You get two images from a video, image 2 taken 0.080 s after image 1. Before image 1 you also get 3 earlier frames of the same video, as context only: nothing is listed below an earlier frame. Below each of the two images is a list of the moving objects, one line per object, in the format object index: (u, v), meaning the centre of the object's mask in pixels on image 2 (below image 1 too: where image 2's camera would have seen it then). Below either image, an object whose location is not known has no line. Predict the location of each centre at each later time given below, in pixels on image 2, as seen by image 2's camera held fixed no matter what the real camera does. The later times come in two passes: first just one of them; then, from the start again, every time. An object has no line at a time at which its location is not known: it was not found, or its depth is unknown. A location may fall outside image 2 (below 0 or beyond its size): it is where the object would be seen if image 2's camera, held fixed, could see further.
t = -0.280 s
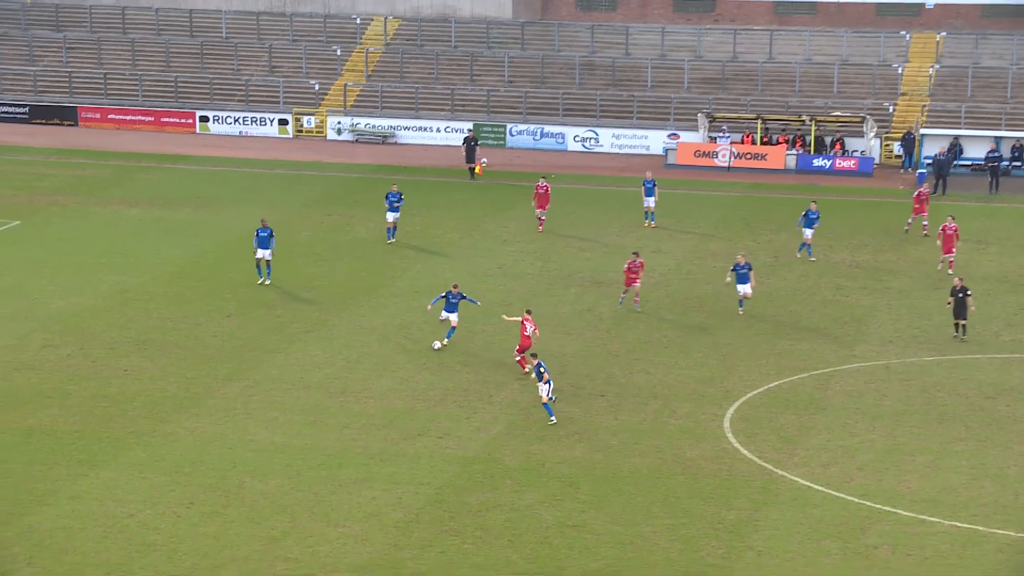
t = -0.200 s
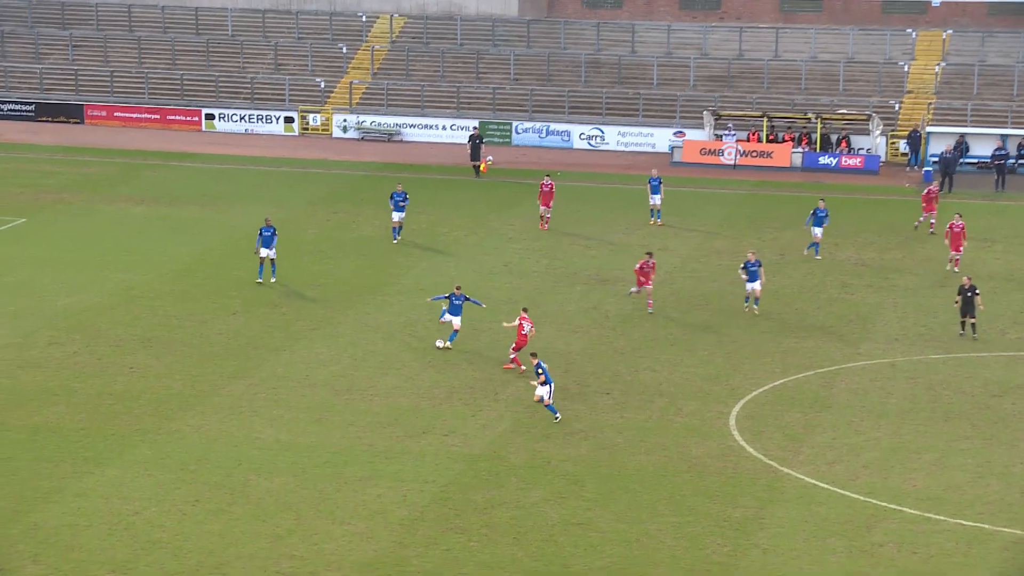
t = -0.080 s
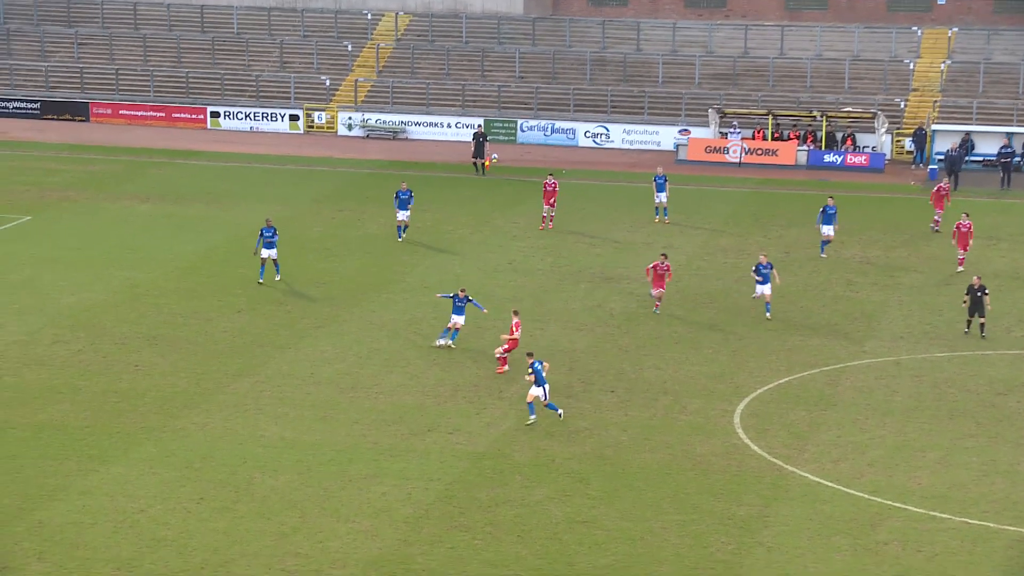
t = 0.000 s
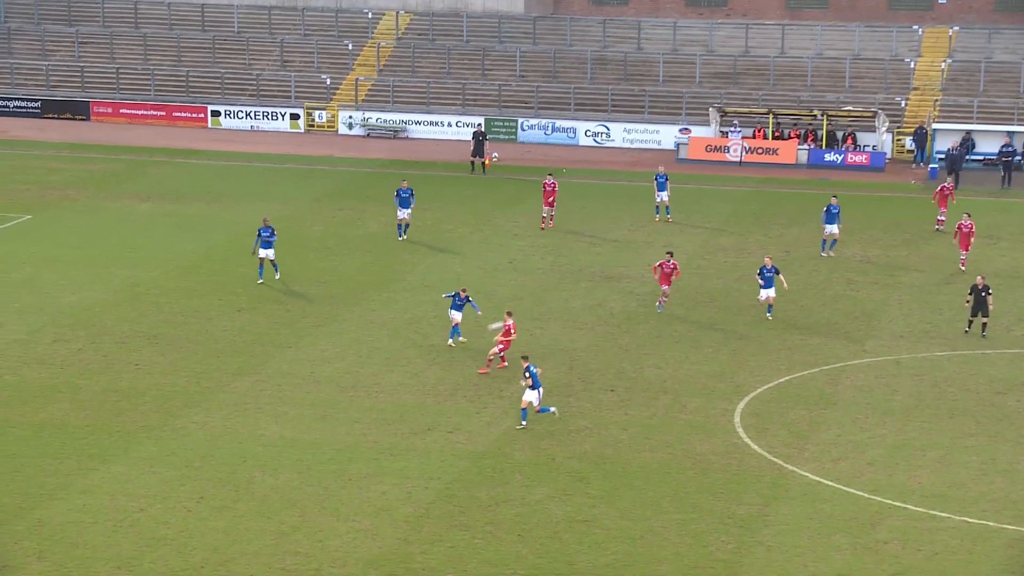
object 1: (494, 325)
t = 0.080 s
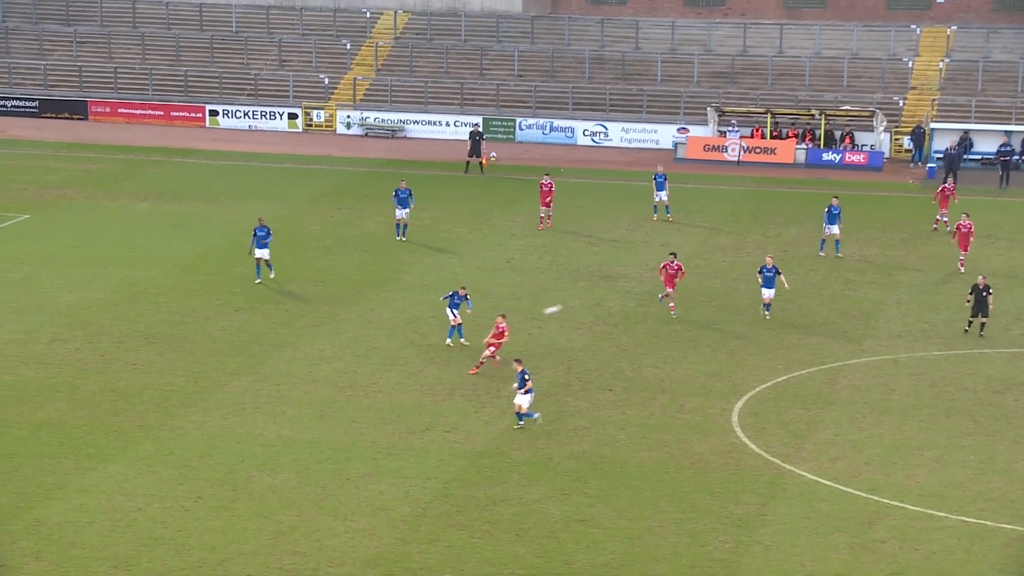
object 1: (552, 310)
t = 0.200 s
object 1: (638, 288)
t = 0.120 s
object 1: (581, 303)
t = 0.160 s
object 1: (610, 295)
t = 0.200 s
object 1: (638, 288)
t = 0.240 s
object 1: (667, 282)
